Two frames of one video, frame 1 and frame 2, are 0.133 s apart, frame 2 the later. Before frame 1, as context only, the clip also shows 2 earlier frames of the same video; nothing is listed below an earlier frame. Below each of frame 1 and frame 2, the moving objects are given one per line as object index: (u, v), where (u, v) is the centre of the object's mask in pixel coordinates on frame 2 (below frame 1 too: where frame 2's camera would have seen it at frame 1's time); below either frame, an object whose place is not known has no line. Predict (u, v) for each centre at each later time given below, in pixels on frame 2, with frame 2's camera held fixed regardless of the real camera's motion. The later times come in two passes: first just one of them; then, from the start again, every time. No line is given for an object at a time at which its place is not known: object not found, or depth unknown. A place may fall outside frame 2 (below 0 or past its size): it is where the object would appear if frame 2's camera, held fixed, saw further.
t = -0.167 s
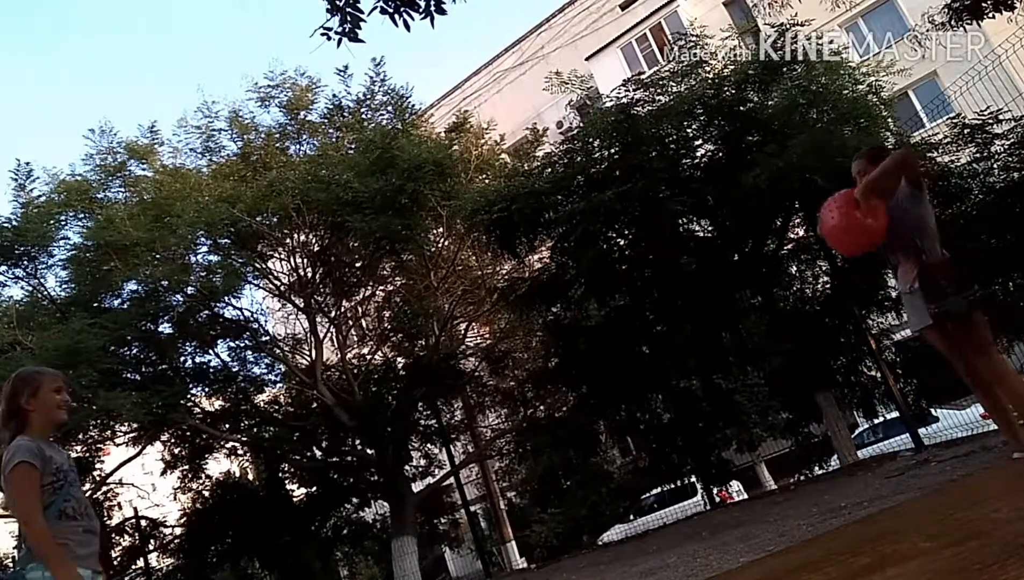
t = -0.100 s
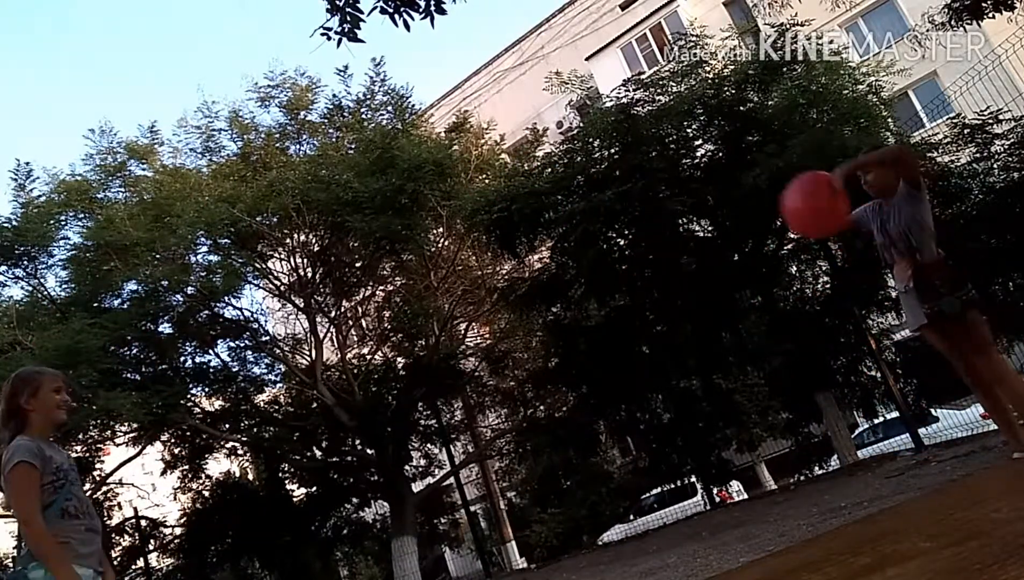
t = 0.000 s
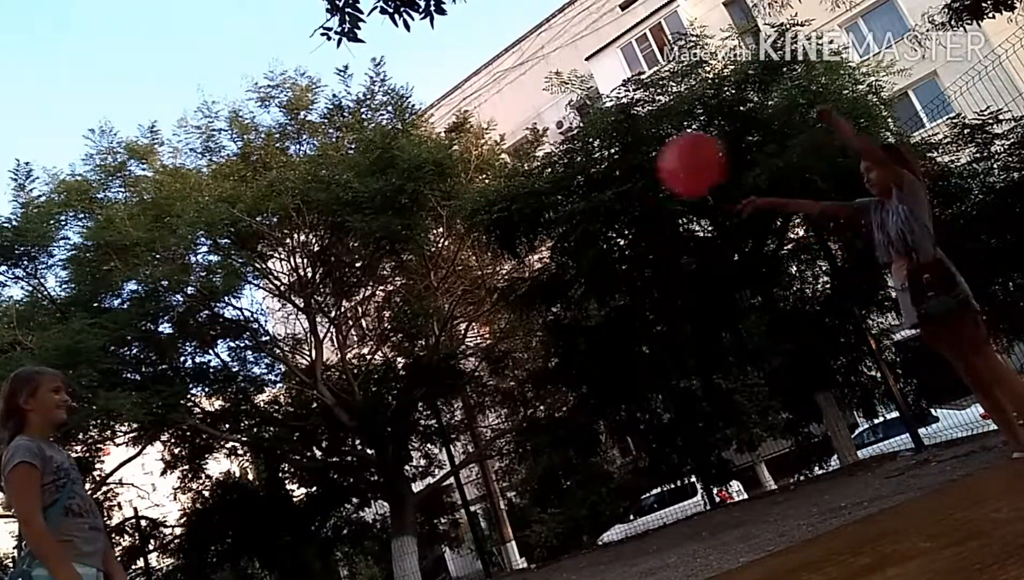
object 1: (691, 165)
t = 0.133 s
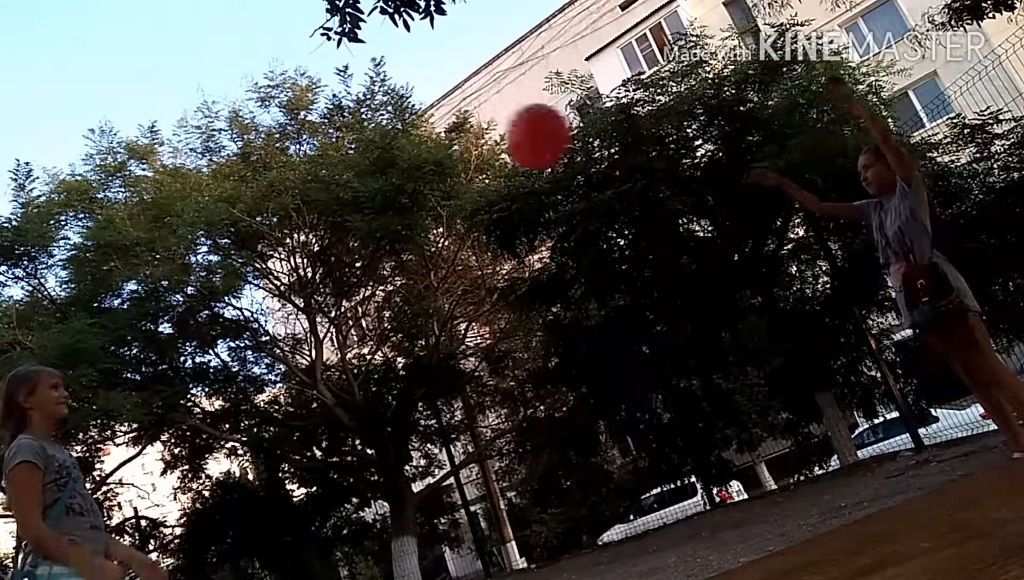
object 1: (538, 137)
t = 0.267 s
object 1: (396, 145)
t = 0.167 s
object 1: (502, 136)
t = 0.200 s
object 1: (466, 137)
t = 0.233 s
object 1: (431, 139)
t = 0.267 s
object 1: (396, 145)
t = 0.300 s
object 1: (364, 153)
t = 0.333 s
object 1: (332, 162)
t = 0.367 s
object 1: (299, 174)
